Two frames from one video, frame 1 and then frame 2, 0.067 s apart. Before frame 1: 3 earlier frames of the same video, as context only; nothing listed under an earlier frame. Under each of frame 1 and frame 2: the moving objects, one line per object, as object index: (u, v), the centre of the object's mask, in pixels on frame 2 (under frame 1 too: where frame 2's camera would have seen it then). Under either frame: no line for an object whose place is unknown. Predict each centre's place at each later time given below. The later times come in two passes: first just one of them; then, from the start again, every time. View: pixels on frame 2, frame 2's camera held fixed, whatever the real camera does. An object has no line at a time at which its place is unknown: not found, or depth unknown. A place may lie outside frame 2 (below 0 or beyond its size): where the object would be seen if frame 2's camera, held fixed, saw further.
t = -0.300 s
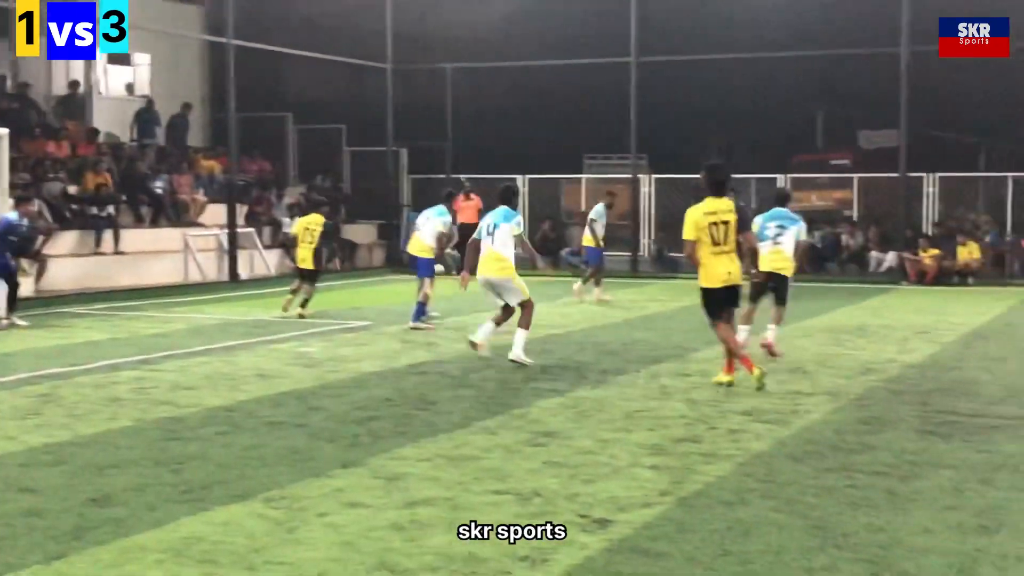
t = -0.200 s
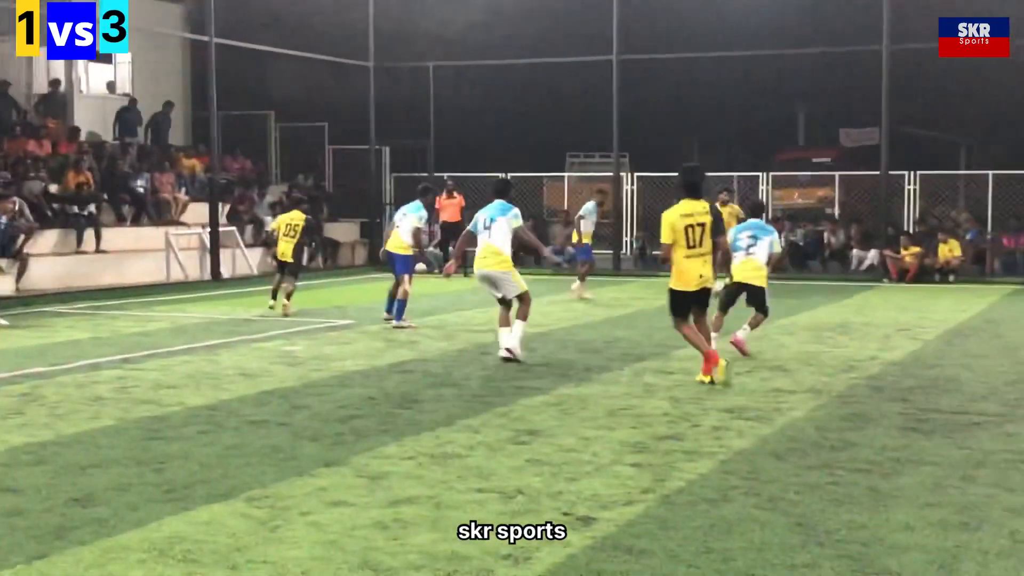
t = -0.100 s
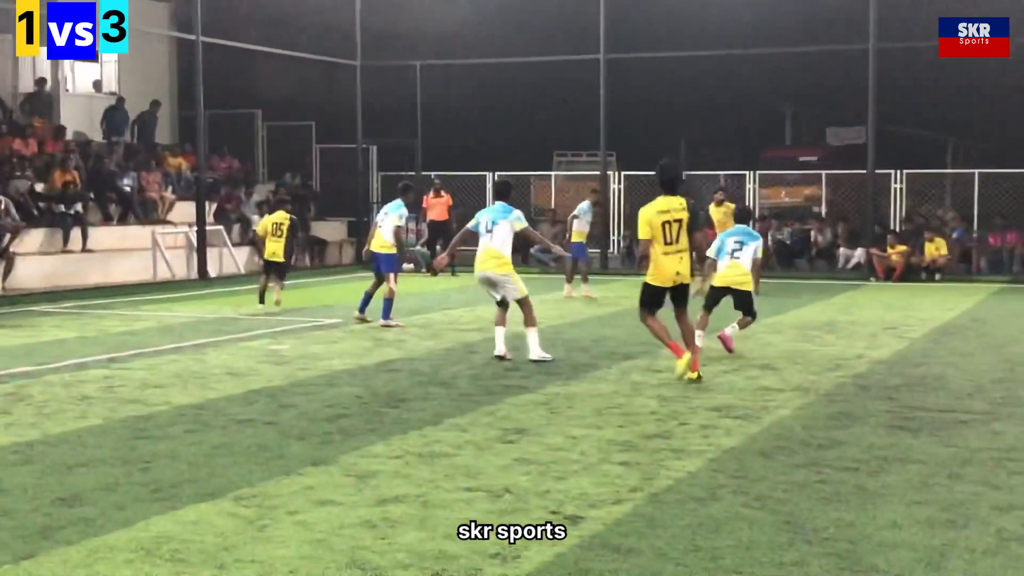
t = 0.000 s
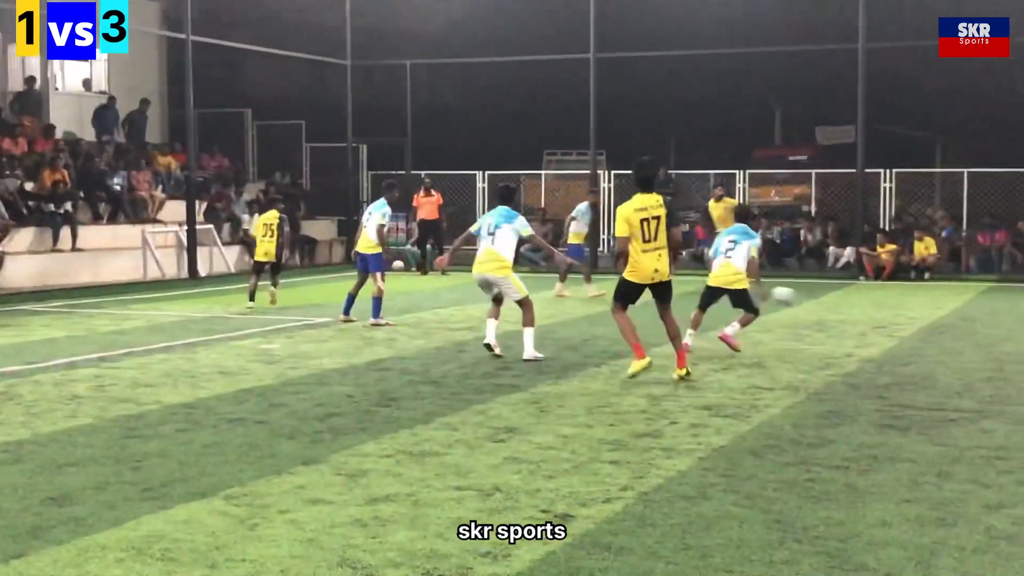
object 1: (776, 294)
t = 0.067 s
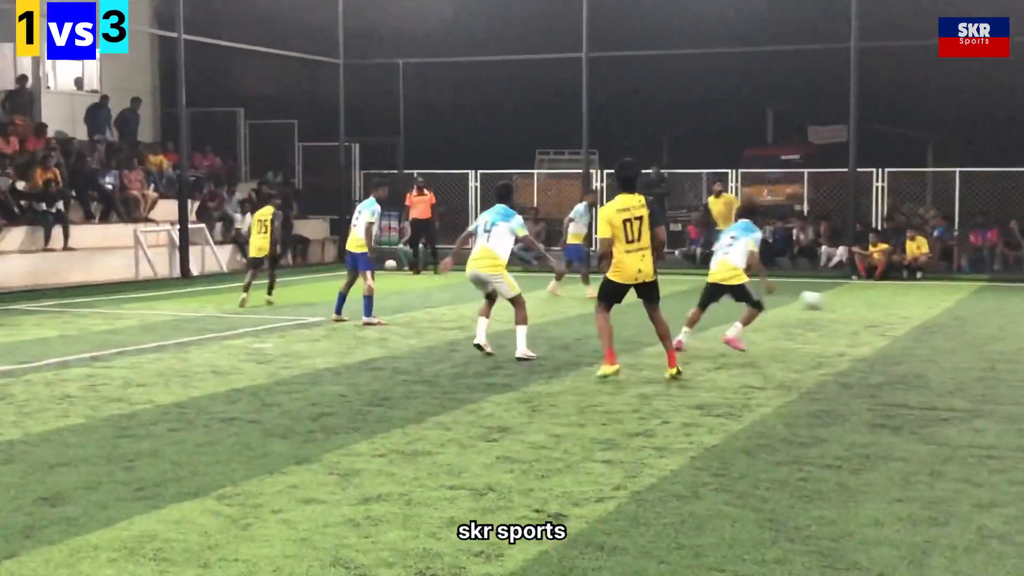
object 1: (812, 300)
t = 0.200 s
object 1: (890, 308)
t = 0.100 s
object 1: (831, 303)
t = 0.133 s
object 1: (850, 305)
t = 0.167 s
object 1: (870, 307)
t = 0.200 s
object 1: (890, 308)
